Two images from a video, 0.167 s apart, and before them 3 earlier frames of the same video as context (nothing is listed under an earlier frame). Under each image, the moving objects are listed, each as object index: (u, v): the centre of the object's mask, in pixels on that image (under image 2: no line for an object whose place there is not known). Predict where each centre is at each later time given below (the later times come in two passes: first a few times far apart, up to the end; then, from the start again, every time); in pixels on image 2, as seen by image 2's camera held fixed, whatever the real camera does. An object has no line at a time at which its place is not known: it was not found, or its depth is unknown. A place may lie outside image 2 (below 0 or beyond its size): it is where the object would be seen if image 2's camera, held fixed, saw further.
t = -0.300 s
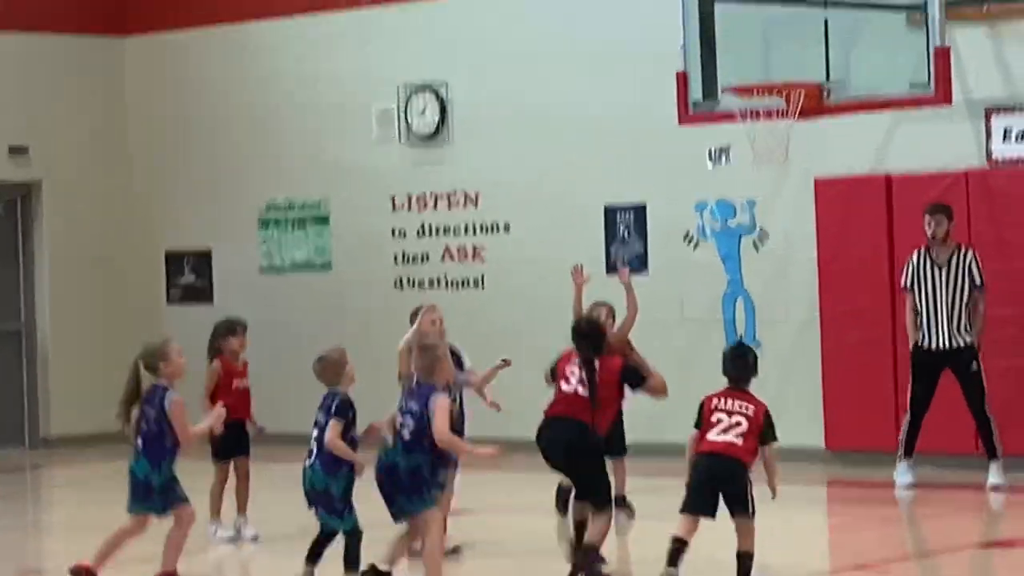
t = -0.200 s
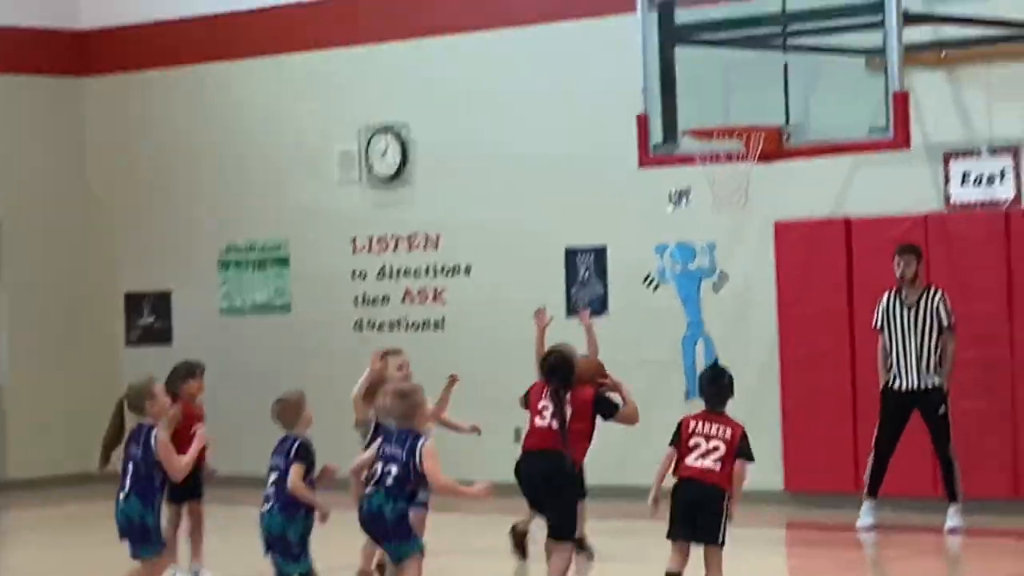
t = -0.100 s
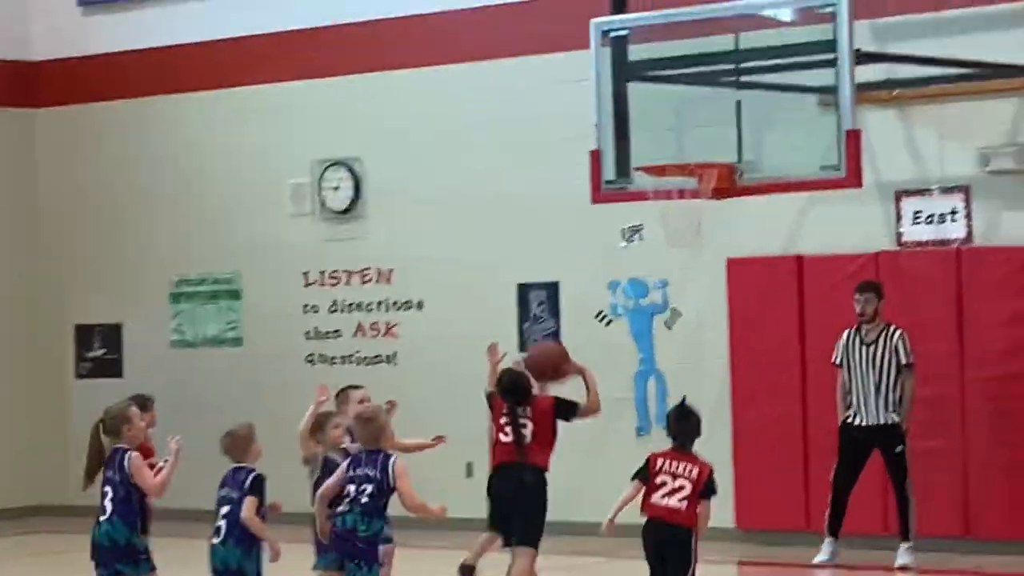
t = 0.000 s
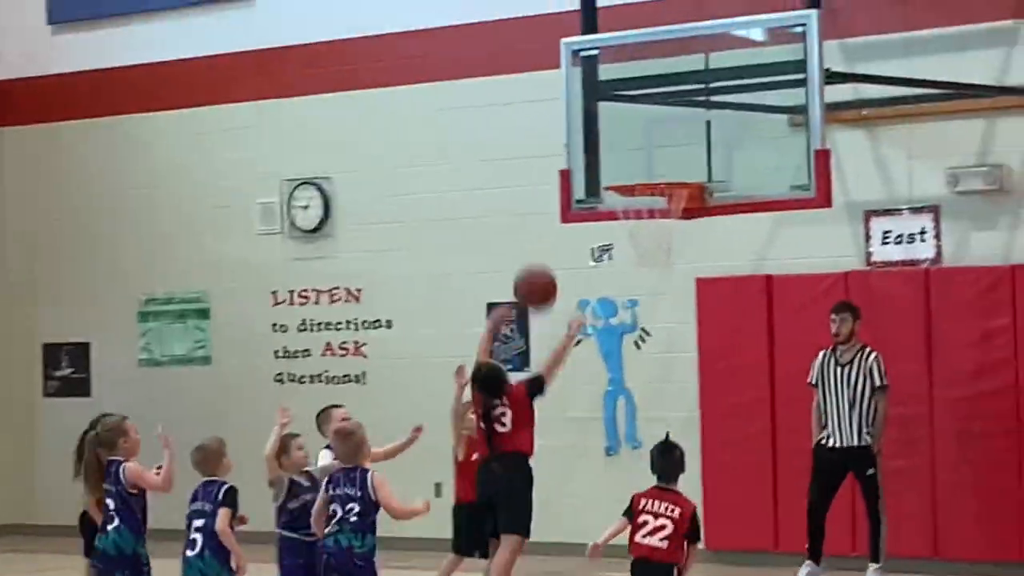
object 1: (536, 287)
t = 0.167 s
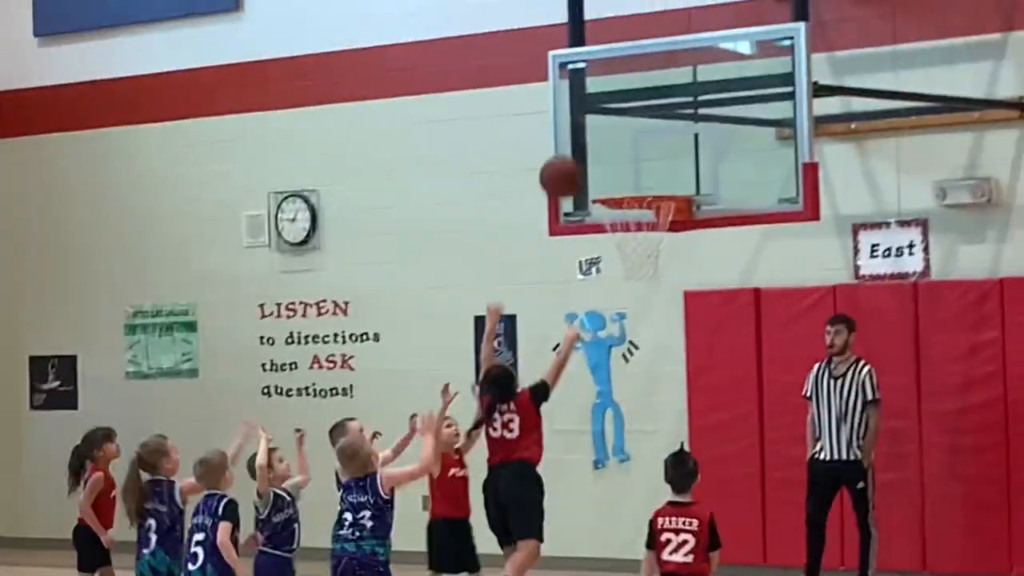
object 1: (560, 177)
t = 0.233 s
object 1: (576, 145)
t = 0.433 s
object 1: (619, 102)
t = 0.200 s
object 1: (568, 160)
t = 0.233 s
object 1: (576, 145)
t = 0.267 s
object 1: (582, 133)
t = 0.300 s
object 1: (589, 122)
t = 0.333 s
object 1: (596, 113)
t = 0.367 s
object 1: (603, 108)
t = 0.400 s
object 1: (611, 104)
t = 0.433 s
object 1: (619, 102)
